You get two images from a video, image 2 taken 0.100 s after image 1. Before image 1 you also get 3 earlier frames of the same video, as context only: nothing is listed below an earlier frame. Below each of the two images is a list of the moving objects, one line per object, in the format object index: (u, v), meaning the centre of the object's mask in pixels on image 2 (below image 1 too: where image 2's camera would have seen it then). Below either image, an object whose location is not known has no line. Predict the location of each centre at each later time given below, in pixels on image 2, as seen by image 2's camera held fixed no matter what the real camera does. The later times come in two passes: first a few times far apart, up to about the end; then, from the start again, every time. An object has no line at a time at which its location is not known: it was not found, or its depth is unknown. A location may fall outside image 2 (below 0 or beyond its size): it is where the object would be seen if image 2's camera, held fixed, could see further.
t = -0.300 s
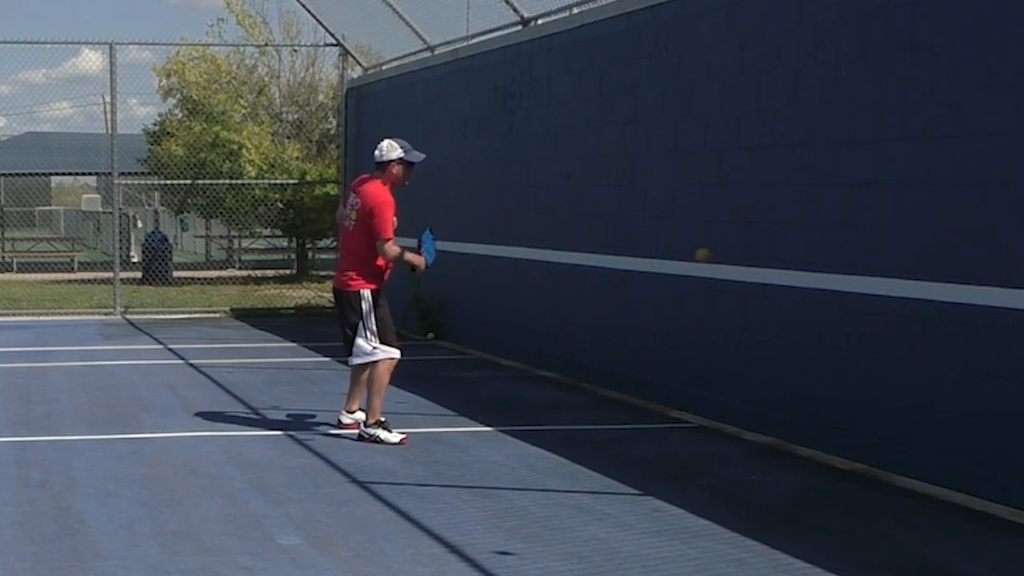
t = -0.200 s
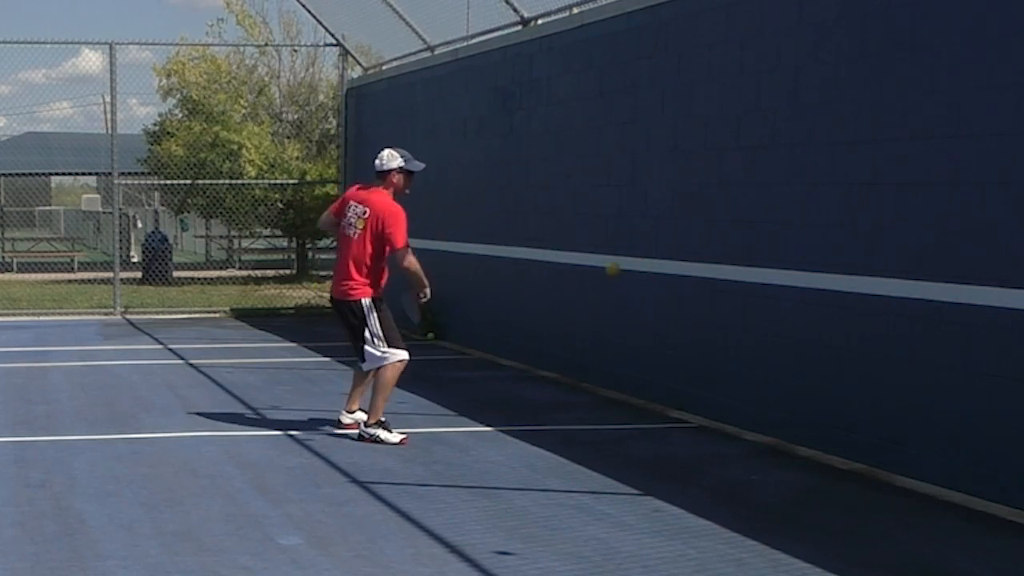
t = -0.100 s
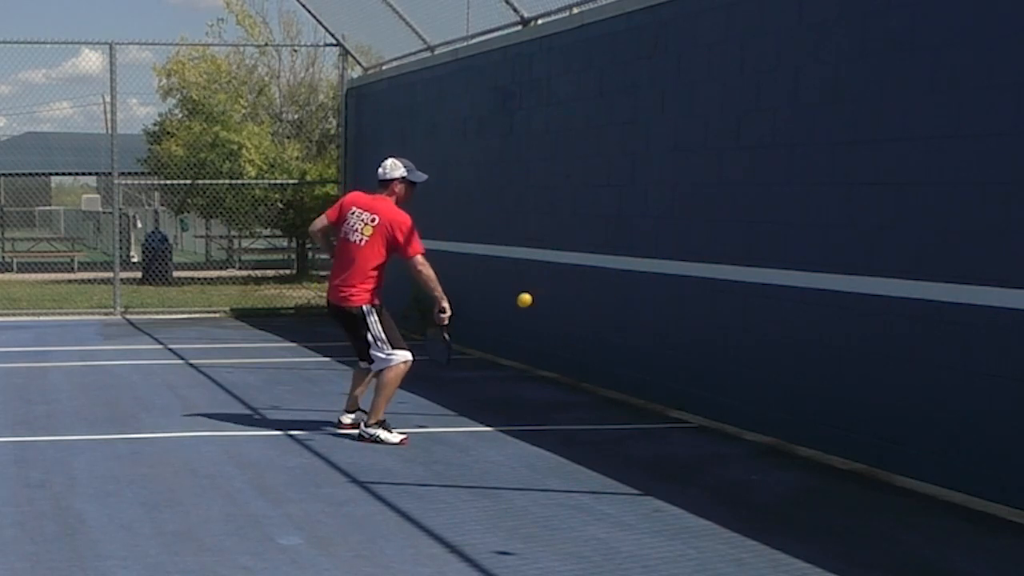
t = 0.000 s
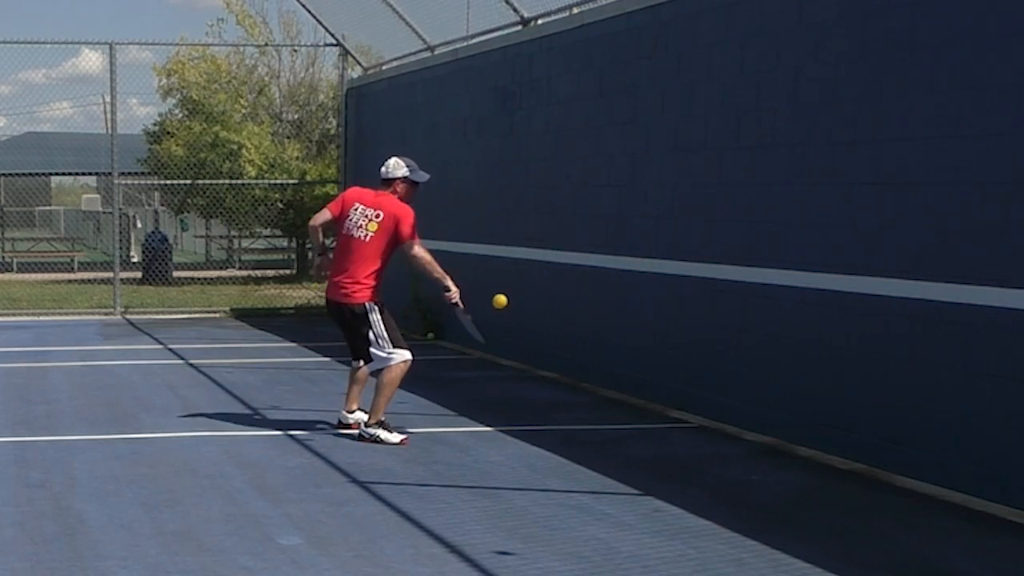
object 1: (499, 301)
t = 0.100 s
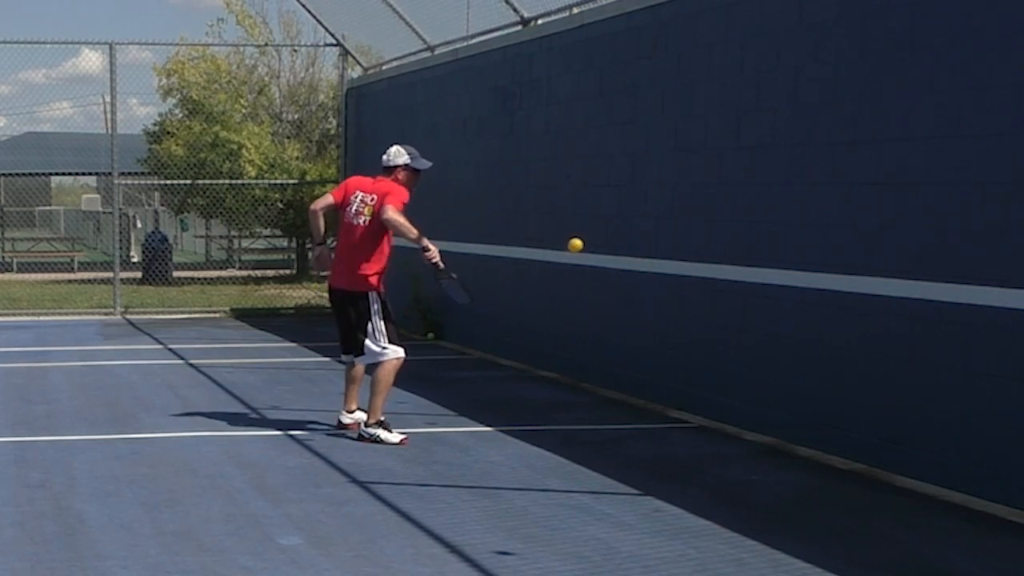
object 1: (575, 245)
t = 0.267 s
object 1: (698, 193)
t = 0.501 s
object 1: (747, 197)
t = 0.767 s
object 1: (635, 318)
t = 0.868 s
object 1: (593, 397)
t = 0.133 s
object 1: (600, 230)
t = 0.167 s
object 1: (625, 217)
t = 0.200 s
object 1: (649, 207)
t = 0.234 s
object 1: (674, 199)
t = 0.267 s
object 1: (698, 193)
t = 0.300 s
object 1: (722, 188)
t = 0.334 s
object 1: (747, 186)
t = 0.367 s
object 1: (770, 186)
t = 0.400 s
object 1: (788, 187)
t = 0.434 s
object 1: (775, 188)
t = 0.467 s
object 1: (761, 192)
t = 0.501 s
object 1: (747, 197)
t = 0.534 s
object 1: (733, 205)
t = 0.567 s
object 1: (719, 216)
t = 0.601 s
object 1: (705, 227)
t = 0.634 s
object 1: (691, 241)
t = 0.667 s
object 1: (677, 257)
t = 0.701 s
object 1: (663, 276)
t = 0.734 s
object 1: (649, 295)
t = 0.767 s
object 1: (635, 318)
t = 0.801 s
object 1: (621, 342)
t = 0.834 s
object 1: (606, 369)
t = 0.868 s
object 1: (593, 397)
